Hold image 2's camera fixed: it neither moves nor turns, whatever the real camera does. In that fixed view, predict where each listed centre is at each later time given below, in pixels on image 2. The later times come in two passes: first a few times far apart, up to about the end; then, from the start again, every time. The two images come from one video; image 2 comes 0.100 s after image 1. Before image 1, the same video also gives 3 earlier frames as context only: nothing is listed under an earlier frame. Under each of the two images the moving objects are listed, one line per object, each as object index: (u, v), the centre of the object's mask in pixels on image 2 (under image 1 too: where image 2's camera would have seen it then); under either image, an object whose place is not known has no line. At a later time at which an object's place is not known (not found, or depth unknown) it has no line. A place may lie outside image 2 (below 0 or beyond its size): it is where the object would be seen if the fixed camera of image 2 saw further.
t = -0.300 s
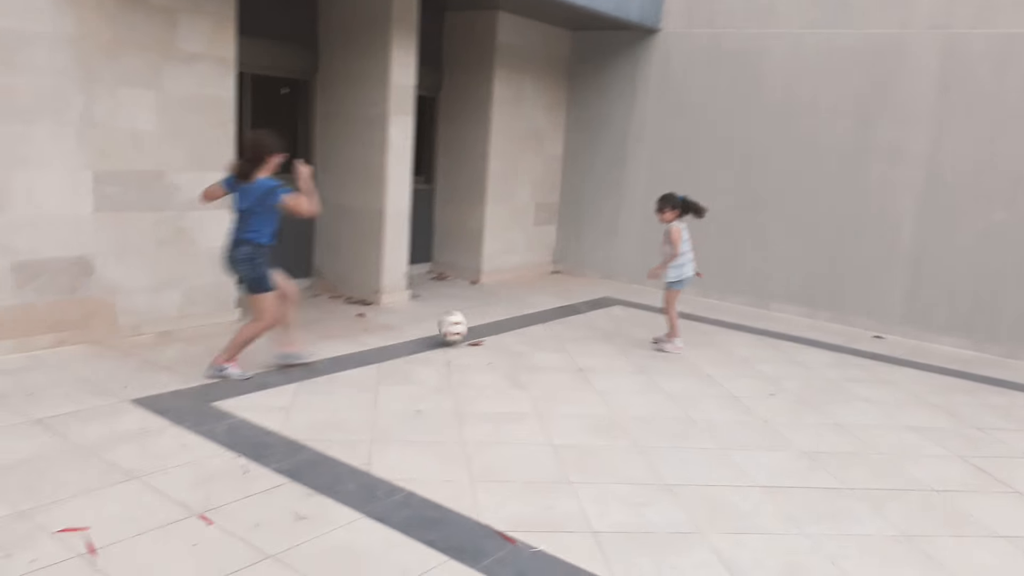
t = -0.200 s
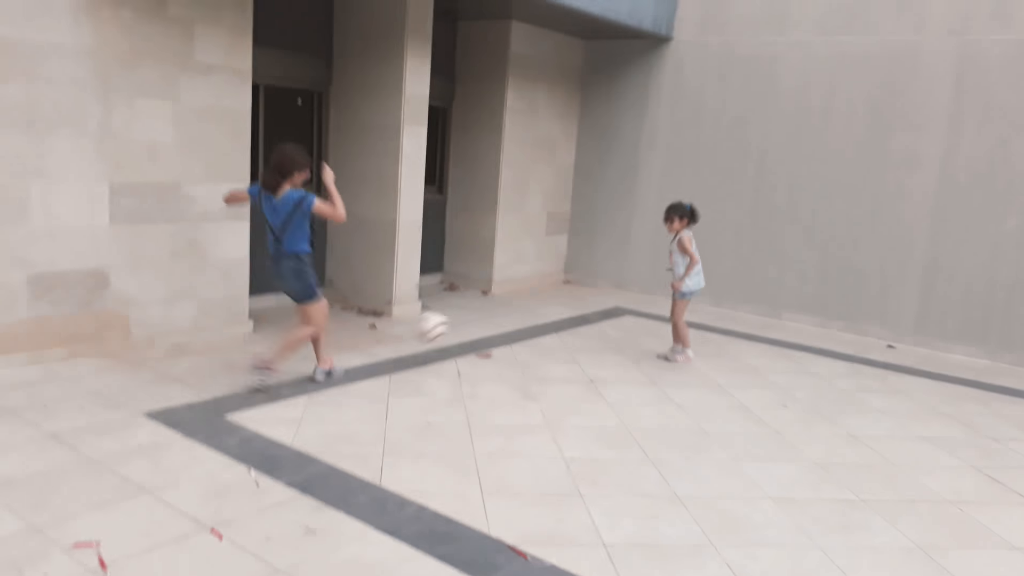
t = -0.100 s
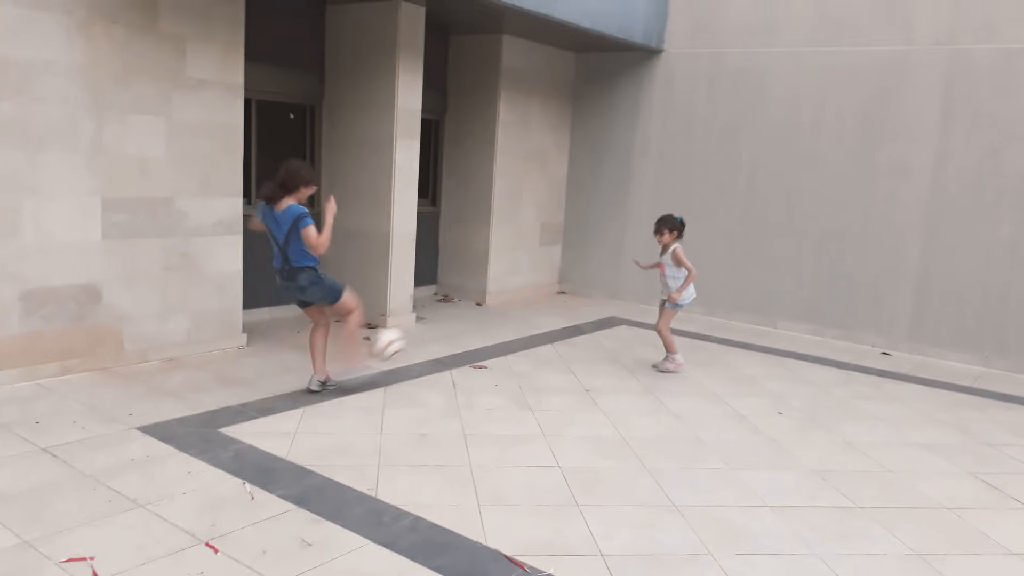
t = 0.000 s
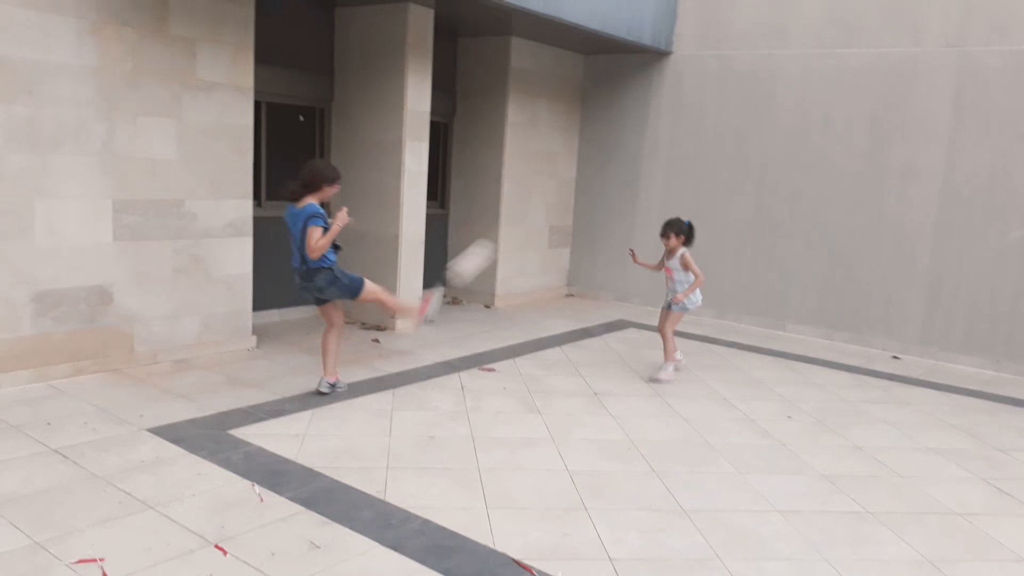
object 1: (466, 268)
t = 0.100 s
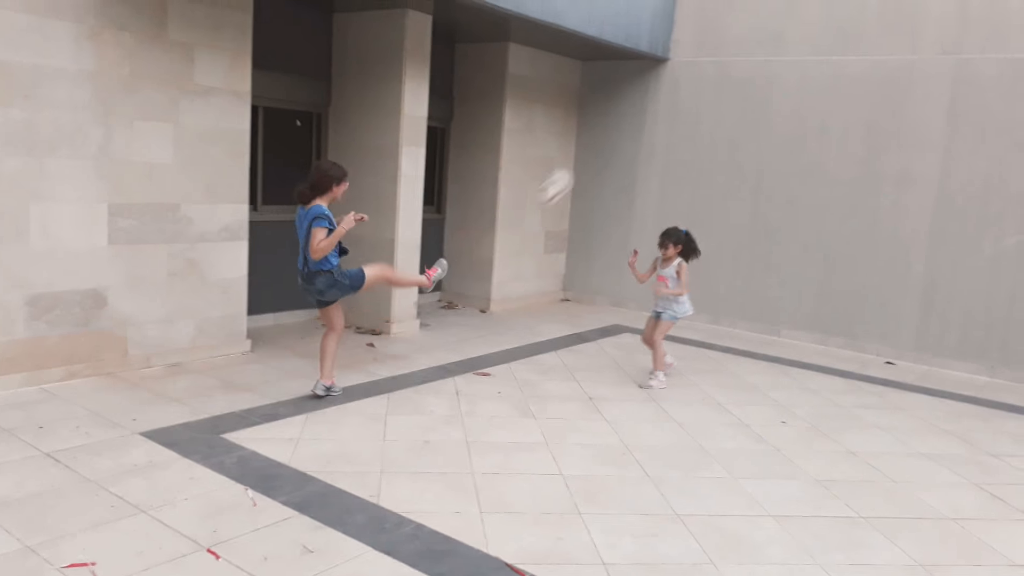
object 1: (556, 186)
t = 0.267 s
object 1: (669, 105)
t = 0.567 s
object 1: (711, 55)
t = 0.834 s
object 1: (642, 107)
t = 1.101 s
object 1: (543, 286)
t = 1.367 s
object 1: (469, 328)
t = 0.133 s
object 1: (581, 166)
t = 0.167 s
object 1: (603, 149)
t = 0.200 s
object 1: (625, 131)
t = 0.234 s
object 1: (648, 116)
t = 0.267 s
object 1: (669, 105)
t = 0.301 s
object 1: (686, 92)
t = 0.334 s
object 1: (705, 84)
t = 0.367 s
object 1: (721, 76)
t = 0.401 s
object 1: (735, 70)
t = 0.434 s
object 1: (736, 65)
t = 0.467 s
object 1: (729, 60)
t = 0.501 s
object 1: (724, 57)
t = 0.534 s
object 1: (718, 55)
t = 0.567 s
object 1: (711, 55)
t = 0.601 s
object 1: (704, 56)
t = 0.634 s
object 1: (698, 57)
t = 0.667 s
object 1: (692, 60)
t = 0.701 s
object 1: (680, 68)
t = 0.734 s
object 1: (671, 75)
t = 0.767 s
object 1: (662, 85)
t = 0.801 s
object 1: (652, 95)
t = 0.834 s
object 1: (642, 107)
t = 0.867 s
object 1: (631, 122)
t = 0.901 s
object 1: (621, 138)
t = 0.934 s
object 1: (609, 158)
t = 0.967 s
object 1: (597, 179)
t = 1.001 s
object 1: (585, 201)
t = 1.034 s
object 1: (573, 226)
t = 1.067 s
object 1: (558, 255)
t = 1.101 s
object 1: (543, 286)
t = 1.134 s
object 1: (528, 320)
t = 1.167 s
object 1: (511, 356)
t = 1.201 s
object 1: (493, 397)
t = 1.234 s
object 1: (485, 398)
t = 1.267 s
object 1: (482, 377)
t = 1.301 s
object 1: (477, 358)
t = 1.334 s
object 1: (473, 346)
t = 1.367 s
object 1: (469, 328)
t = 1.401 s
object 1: (464, 316)
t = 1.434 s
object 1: (459, 303)
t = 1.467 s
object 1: (453, 293)
